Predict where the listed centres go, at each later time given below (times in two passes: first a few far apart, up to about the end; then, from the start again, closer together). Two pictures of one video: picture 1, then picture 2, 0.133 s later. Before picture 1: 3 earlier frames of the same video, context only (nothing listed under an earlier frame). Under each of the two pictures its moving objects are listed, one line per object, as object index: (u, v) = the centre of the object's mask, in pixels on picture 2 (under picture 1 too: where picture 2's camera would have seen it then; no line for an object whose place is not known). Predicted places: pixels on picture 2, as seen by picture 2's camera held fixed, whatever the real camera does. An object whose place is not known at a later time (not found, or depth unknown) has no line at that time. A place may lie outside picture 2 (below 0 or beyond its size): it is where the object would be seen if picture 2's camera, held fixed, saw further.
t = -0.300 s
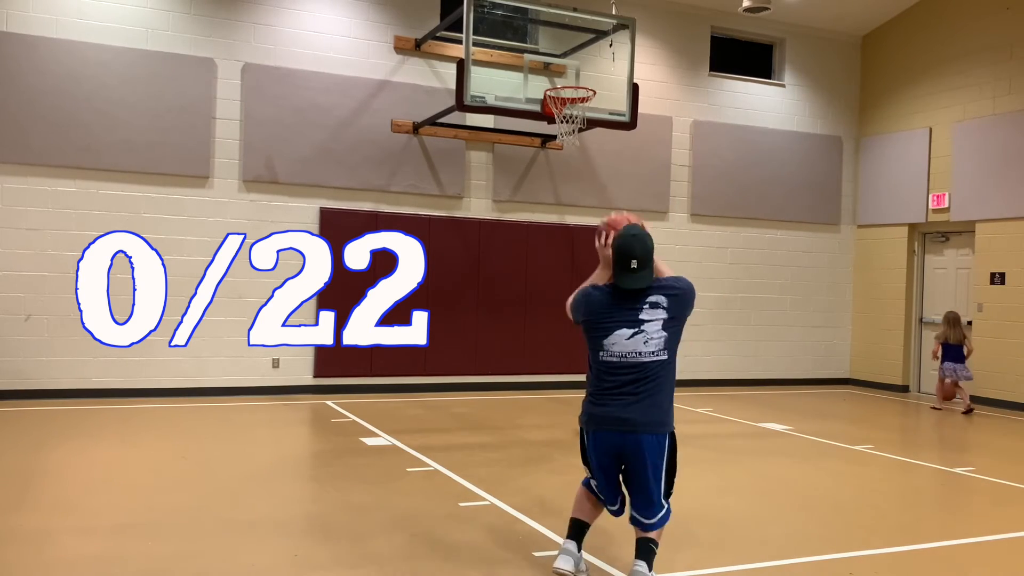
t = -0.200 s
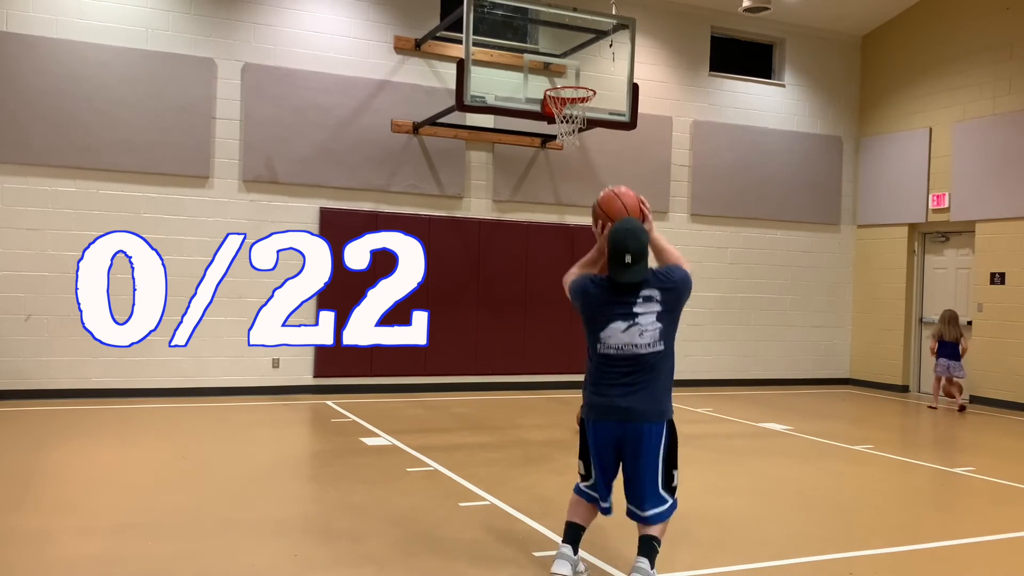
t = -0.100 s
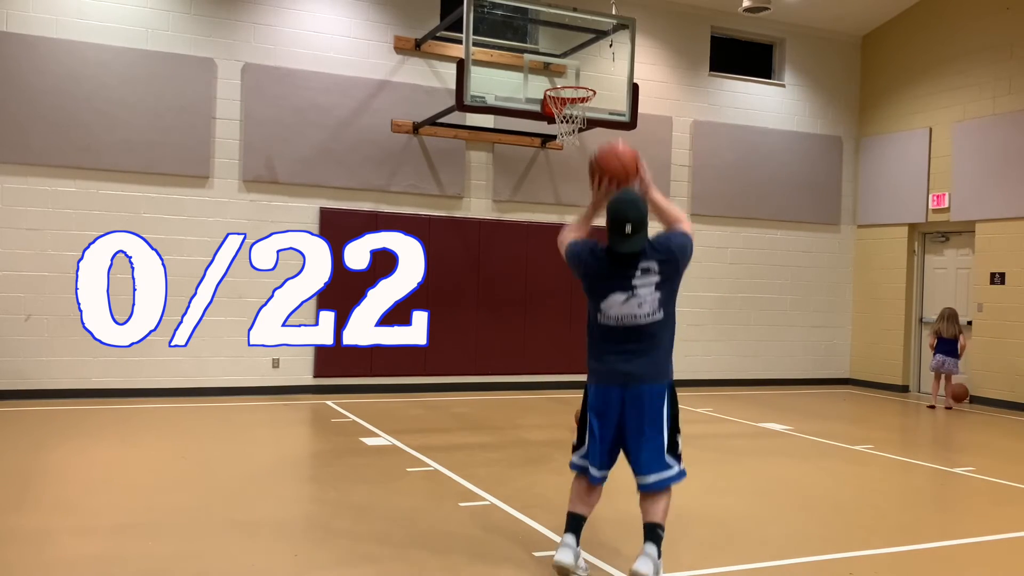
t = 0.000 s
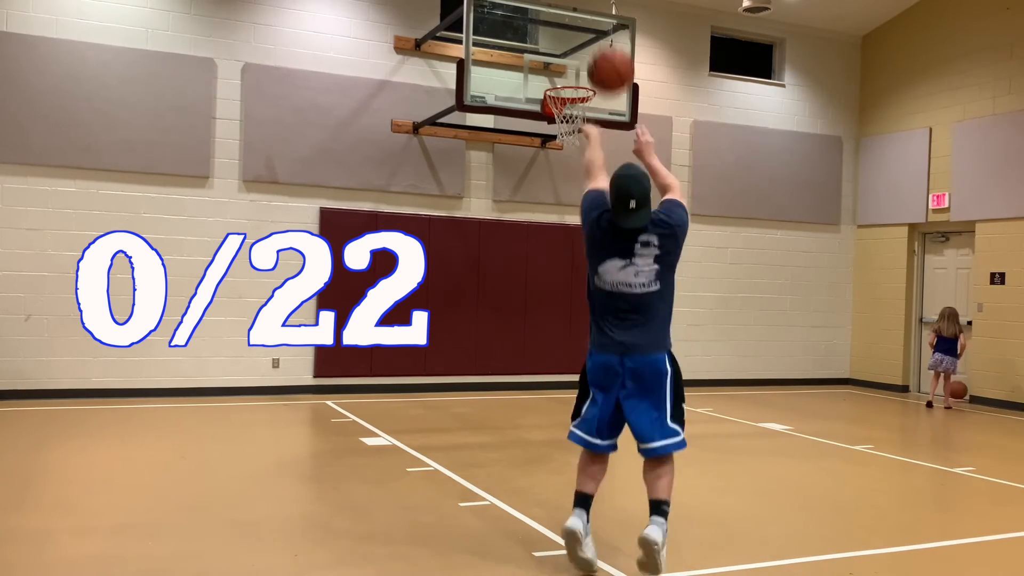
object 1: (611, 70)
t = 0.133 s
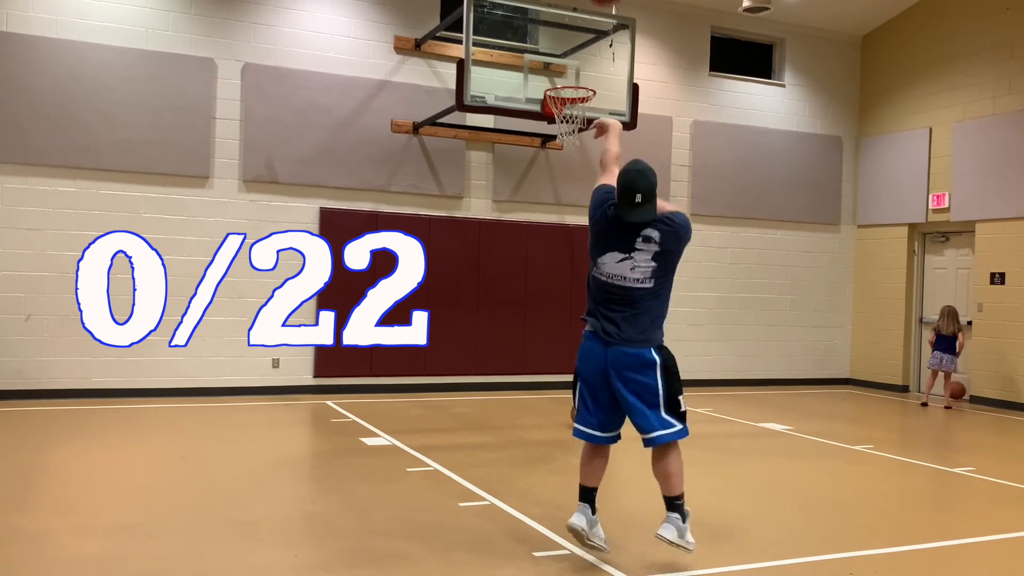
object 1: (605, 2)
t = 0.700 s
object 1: (582, 7)
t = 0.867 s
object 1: (575, 70)
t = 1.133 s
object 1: (555, 159)
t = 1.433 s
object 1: (526, 307)
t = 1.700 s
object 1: (507, 344)
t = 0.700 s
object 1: (582, 7)
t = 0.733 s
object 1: (581, 15)
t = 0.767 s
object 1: (579, 28)
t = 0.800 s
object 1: (578, 41)
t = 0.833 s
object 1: (577, 55)
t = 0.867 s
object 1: (575, 70)
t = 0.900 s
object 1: (574, 85)
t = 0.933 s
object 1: (574, 101)
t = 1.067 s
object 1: (560, 138)
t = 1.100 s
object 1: (558, 147)
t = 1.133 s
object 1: (555, 159)
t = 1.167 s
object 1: (551, 170)
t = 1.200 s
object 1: (549, 182)
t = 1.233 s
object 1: (545, 197)
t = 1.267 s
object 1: (542, 212)
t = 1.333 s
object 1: (536, 246)
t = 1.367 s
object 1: (532, 265)
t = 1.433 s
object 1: (526, 307)
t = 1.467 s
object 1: (522, 330)
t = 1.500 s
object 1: (518, 354)
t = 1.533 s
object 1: (516, 377)
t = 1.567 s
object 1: (512, 406)
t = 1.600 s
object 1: (510, 395)
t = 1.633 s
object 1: (509, 376)
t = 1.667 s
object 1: (508, 360)
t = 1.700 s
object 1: (507, 344)
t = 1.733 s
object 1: (506, 329)
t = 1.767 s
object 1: (505, 316)
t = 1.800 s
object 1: (504, 303)
